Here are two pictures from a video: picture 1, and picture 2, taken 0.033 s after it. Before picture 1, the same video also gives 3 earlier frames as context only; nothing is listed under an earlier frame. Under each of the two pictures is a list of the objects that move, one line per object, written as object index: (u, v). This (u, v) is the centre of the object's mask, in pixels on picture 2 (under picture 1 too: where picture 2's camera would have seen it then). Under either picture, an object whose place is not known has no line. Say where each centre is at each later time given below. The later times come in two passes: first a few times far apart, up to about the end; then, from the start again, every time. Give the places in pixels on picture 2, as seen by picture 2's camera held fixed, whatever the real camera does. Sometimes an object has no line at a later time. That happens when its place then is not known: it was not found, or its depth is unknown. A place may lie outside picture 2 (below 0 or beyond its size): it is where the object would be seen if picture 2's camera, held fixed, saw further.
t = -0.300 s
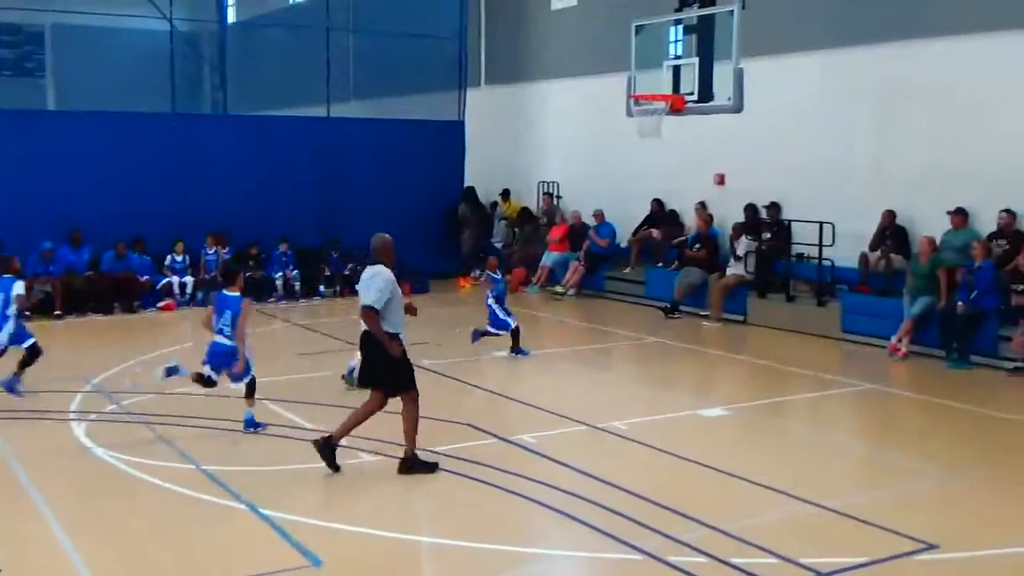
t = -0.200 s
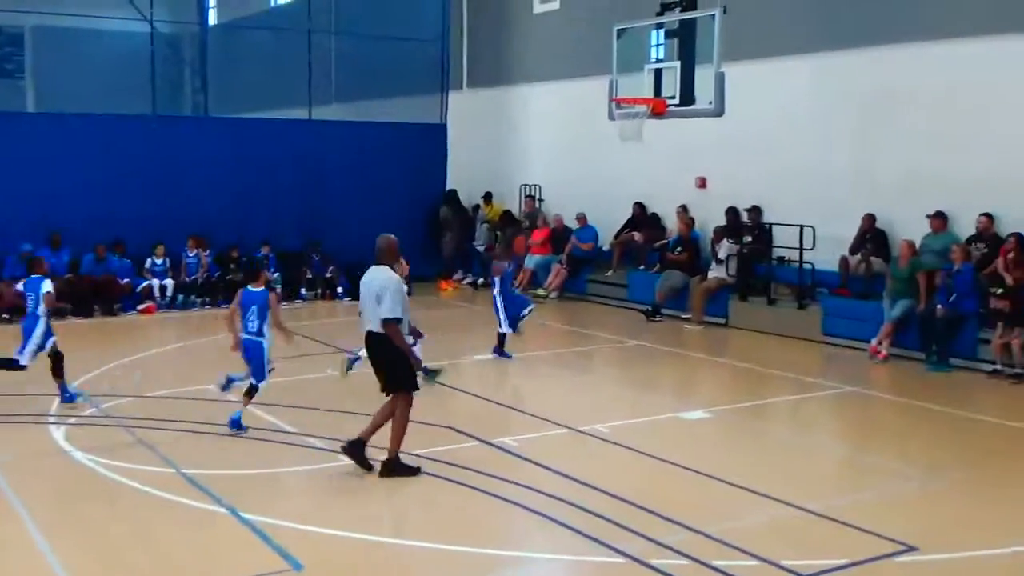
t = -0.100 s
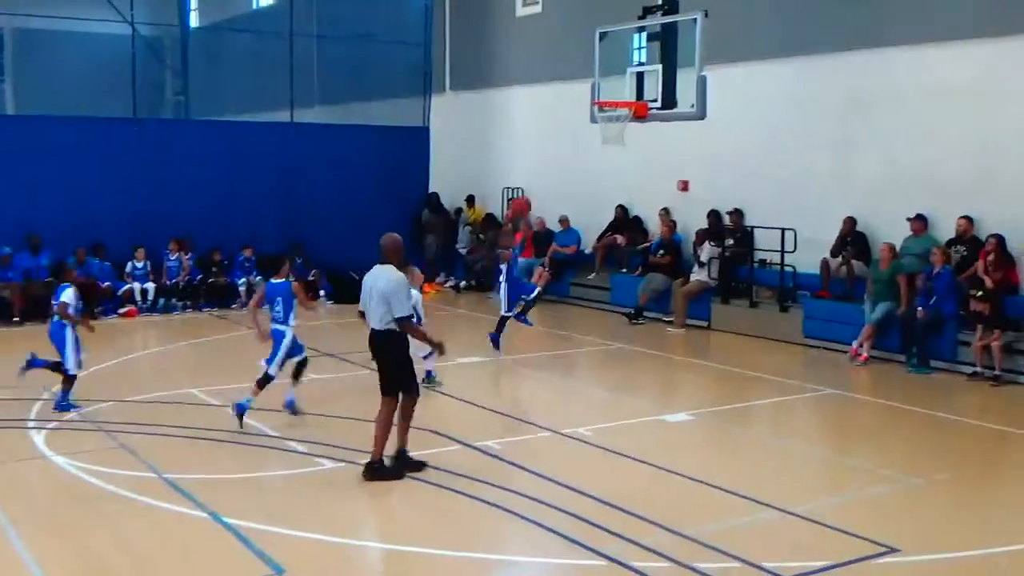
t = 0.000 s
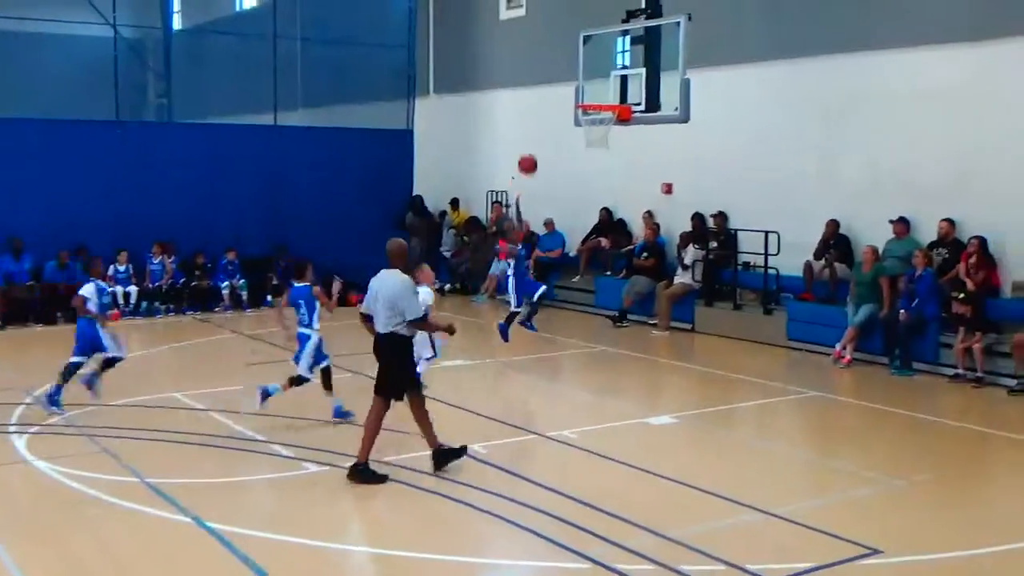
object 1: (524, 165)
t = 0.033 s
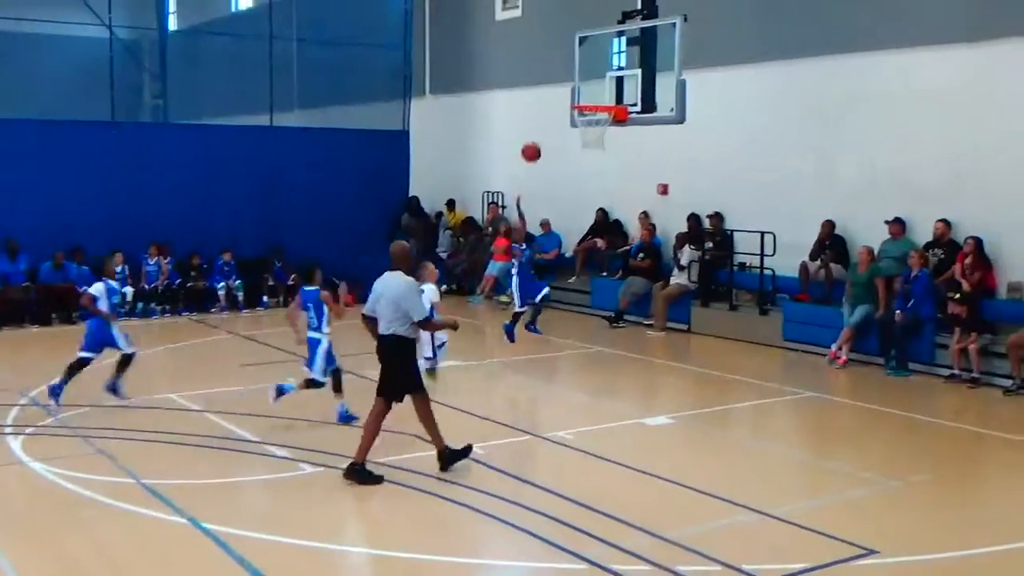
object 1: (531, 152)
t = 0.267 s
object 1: (582, 87)
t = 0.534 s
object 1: (588, 82)
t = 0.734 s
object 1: (593, 97)
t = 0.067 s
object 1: (538, 140)
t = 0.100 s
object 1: (545, 129)
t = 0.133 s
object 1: (553, 119)
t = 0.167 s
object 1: (561, 109)
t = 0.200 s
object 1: (568, 101)
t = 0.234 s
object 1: (575, 94)
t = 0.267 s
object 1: (582, 87)
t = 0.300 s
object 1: (591, 81)
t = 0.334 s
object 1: (593, 77)
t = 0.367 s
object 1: (592, 76)
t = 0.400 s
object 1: (591, 75)
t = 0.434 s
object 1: (590, 75)
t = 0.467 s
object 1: (590, 76)
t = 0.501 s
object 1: (589, 79)
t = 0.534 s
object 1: (588, 82)
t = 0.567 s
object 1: (587, 86)
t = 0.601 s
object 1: (586, 92)
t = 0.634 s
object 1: (585, 96)
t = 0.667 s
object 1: (588, 96)
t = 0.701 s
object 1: (590, 96)
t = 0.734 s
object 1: (593, 97)
